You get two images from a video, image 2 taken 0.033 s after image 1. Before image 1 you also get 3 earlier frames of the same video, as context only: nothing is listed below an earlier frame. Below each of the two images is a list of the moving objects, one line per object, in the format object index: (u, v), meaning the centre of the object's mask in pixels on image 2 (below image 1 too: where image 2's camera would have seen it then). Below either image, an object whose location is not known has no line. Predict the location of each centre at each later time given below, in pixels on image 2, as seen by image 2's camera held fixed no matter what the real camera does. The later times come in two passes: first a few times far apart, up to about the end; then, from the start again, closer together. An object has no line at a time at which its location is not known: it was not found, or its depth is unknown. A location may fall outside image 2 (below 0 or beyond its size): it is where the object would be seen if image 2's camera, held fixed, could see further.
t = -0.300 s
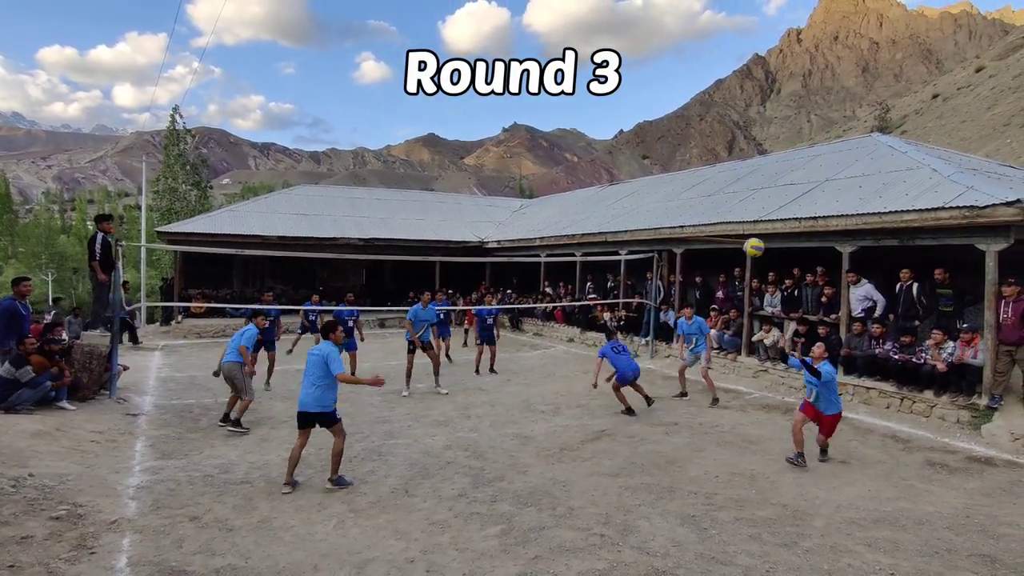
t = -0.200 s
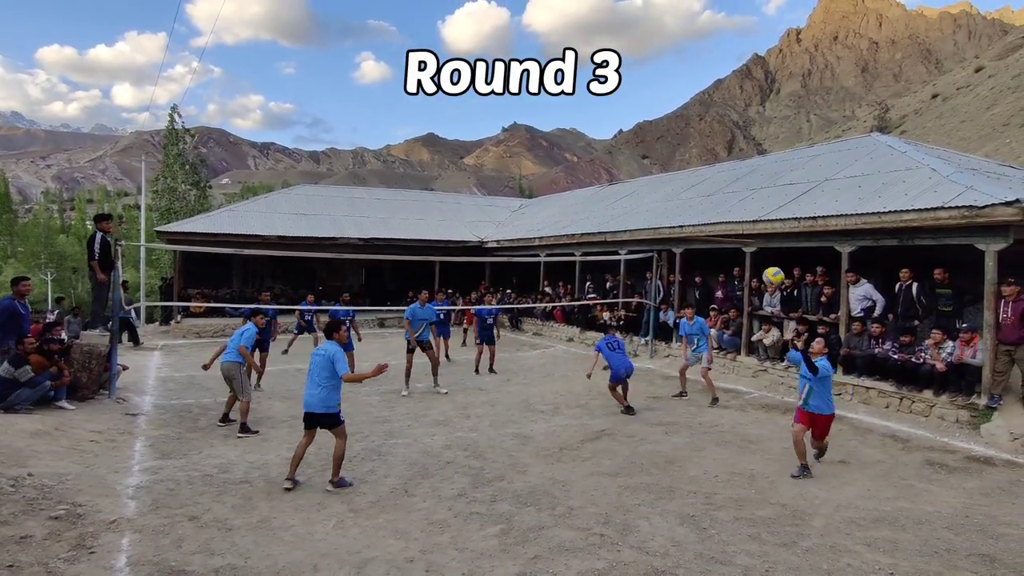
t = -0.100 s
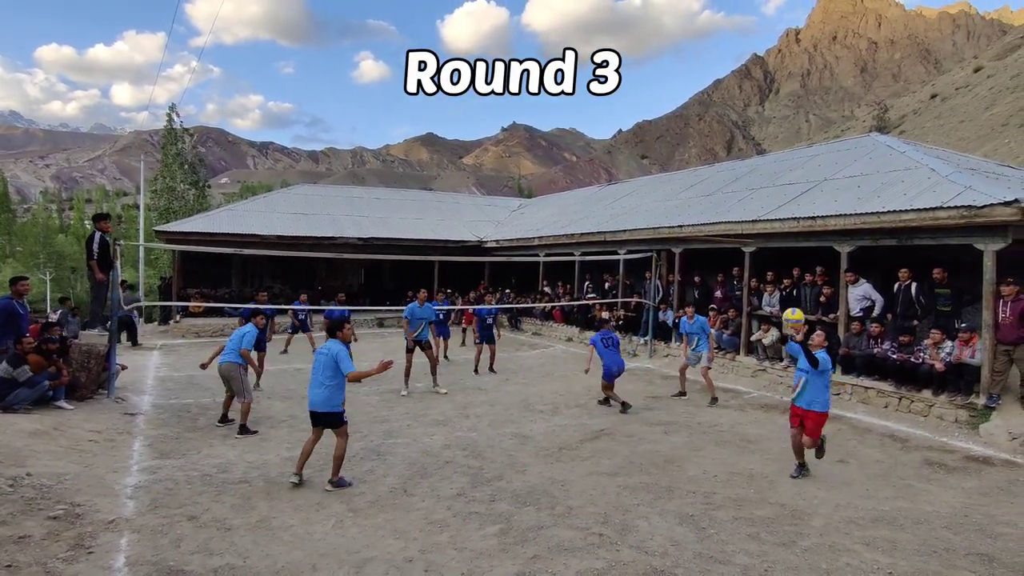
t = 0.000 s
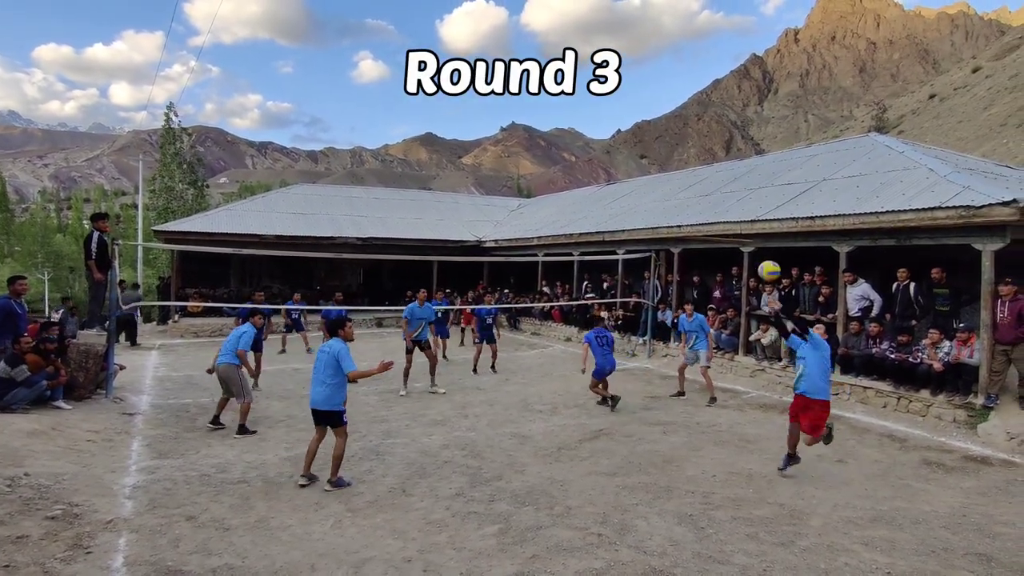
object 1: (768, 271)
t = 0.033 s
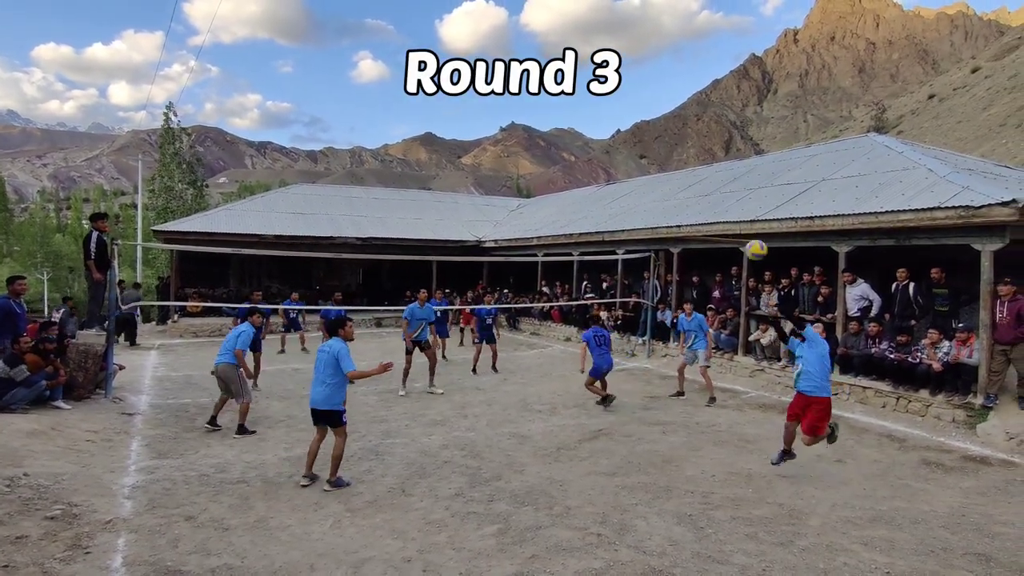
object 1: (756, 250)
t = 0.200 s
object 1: (694, 163)
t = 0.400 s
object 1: (617, 96)
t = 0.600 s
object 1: (543, 67)
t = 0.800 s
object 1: (472, 76)
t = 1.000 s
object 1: (404, 121)
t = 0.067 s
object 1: (743, 230)
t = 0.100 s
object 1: (731, 212)
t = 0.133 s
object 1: (719, 195)
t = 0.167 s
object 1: (706, 179)
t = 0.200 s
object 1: (694, 163)
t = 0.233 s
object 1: (681, 149)
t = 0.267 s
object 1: (668, 136)
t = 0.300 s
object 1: (655, 125)
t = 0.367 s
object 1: (630, 104)
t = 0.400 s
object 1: (617, 96)
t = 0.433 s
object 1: (605, 88)
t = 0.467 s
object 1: (593, 82)
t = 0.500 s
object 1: (580, 76)
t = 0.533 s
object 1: (568, 72)
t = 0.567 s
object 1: (555, 69)
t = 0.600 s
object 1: (543, 67)
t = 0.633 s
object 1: (531, 66)
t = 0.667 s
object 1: (519, 66)
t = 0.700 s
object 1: (507, 67)
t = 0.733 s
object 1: (495, 69)
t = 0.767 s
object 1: (483, 72)
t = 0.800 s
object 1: (472, 76)
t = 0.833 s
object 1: (461, 81)
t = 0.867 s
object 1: (449, 87)
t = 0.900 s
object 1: (438, 94)
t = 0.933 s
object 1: (426, 102)
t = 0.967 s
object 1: (415, 111)
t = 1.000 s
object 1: (404, 121)
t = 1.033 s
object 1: (393, 131)
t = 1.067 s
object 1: (382, 143)
